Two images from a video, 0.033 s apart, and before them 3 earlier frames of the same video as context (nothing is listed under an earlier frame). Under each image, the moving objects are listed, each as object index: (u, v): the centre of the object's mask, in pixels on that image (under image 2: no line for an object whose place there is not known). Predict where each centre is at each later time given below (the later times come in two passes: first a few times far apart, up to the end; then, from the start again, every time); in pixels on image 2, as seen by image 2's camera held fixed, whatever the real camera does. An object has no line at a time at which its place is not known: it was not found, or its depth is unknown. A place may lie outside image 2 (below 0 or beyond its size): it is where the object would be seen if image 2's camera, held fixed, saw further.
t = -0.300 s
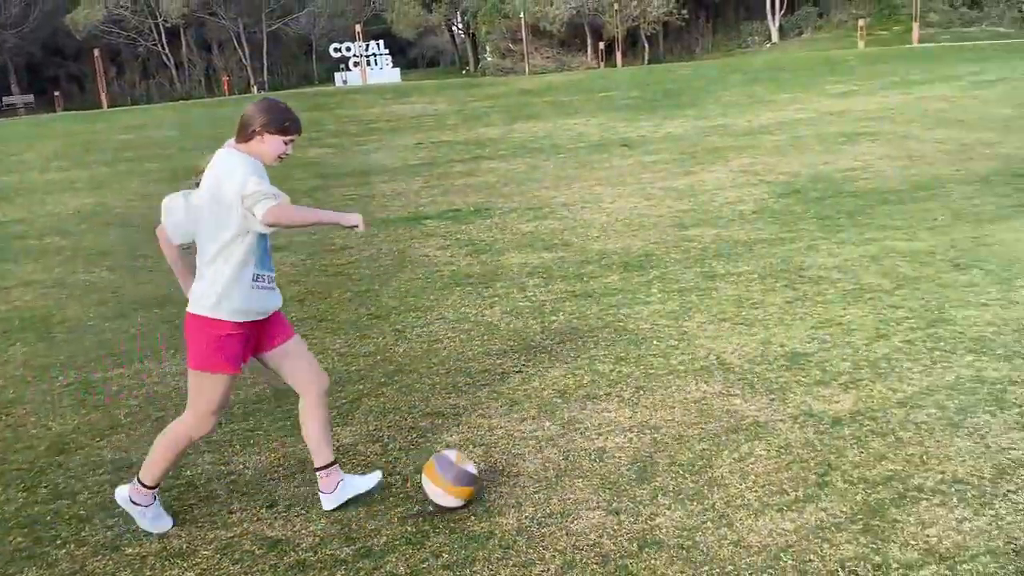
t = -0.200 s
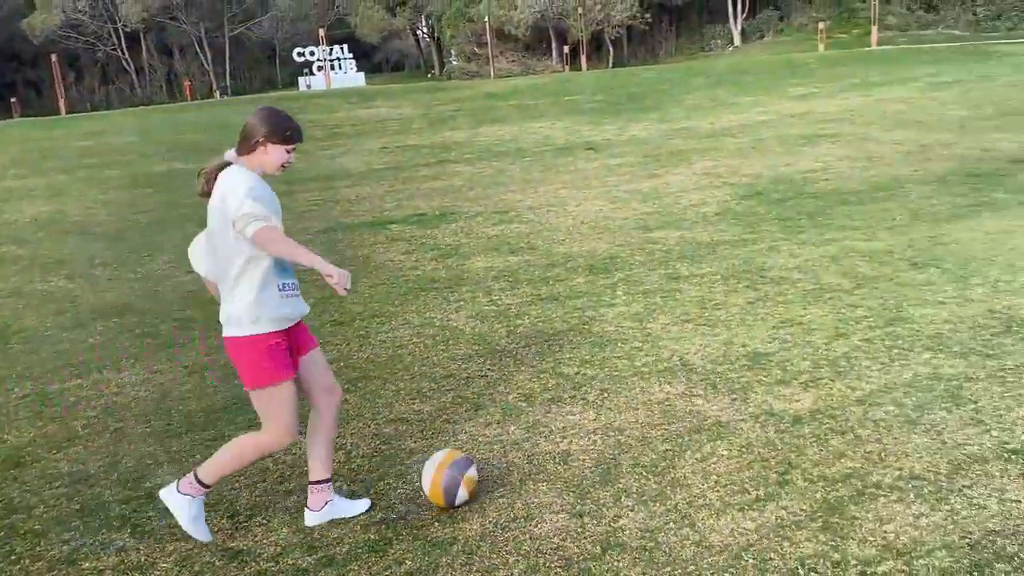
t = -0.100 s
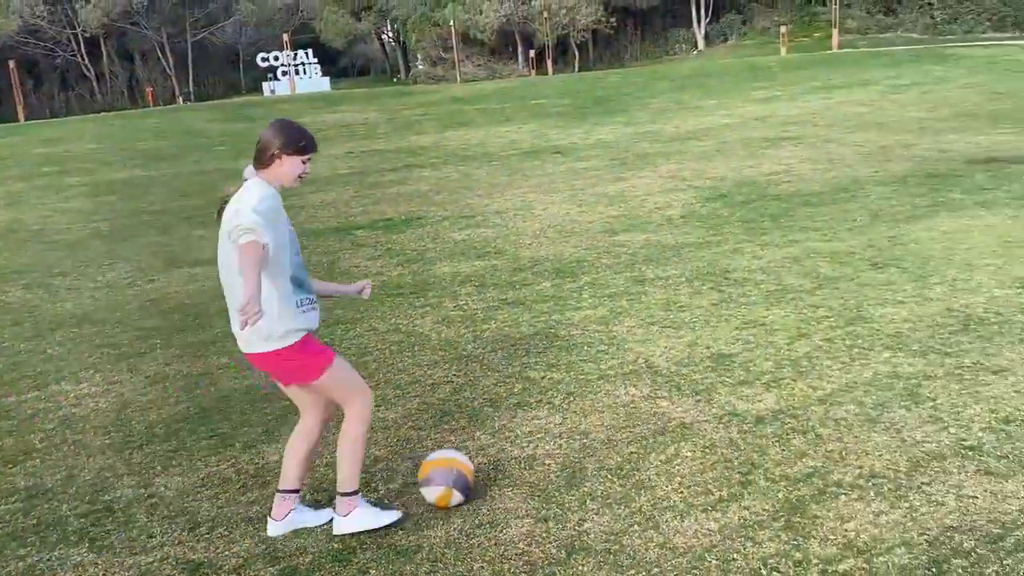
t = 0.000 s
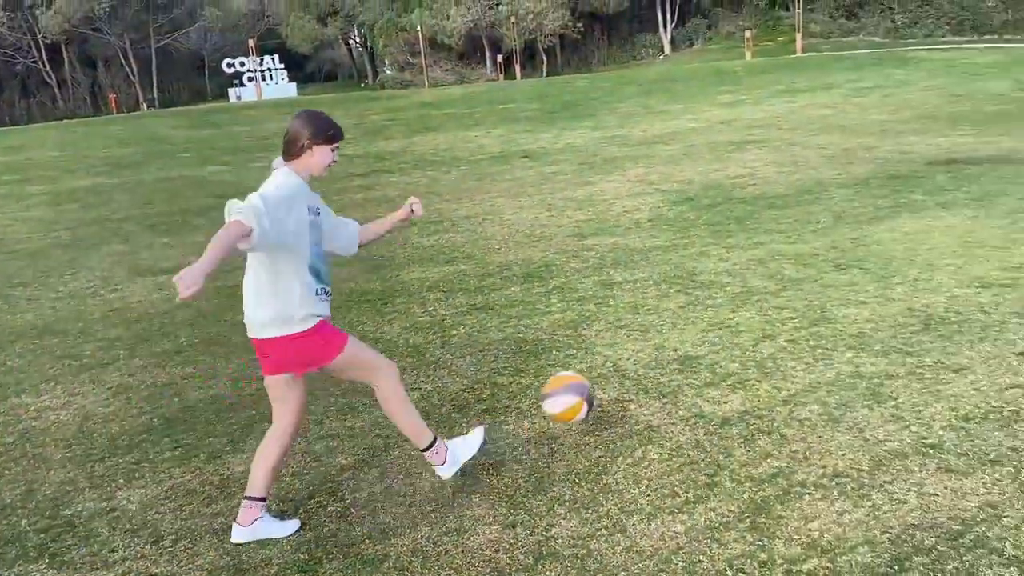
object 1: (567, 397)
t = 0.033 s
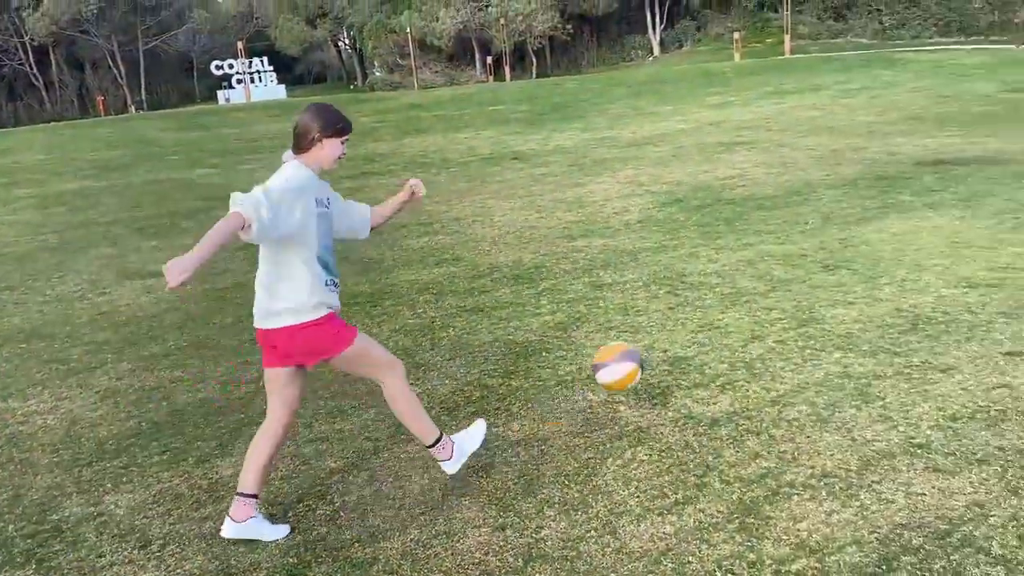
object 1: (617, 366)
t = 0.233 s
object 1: (907, 255)
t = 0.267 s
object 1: (944, 246)
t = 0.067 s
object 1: (675, 338)
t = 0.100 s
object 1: (728, 314)
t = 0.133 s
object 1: (778, 295)
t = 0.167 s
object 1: (824, 278)
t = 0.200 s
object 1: (866, 265)
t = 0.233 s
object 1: (907, 255)
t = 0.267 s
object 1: (944, 246)
